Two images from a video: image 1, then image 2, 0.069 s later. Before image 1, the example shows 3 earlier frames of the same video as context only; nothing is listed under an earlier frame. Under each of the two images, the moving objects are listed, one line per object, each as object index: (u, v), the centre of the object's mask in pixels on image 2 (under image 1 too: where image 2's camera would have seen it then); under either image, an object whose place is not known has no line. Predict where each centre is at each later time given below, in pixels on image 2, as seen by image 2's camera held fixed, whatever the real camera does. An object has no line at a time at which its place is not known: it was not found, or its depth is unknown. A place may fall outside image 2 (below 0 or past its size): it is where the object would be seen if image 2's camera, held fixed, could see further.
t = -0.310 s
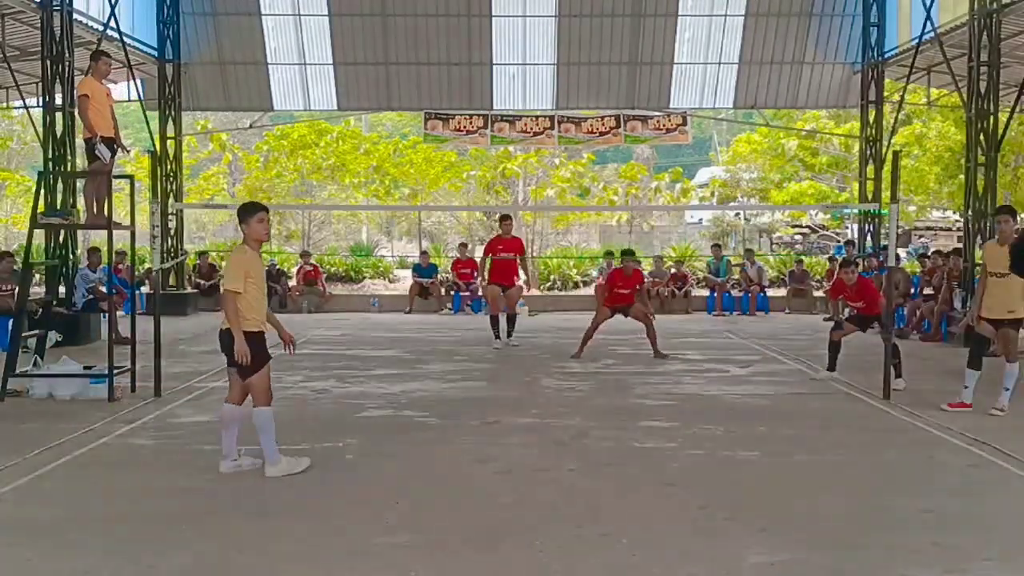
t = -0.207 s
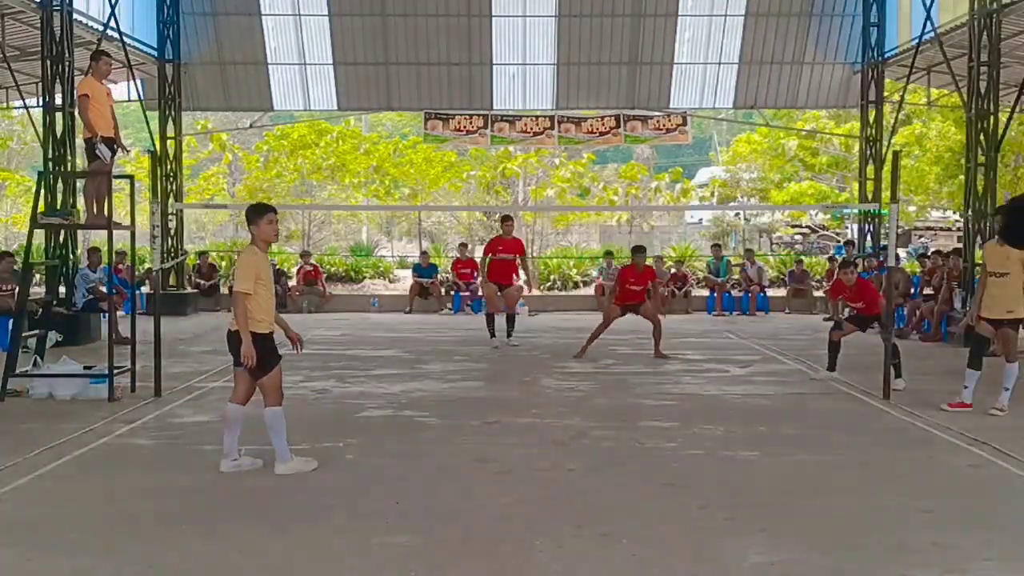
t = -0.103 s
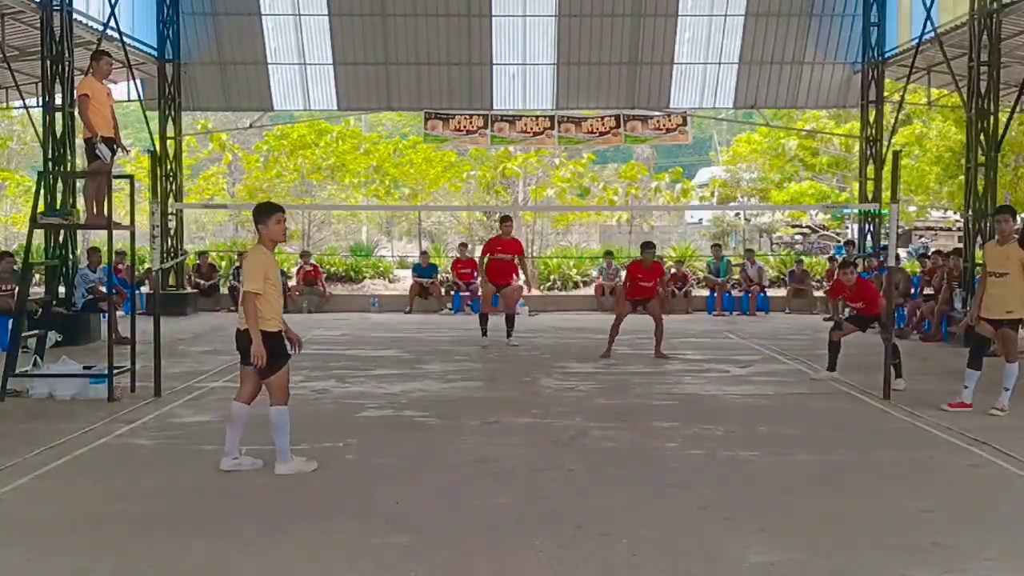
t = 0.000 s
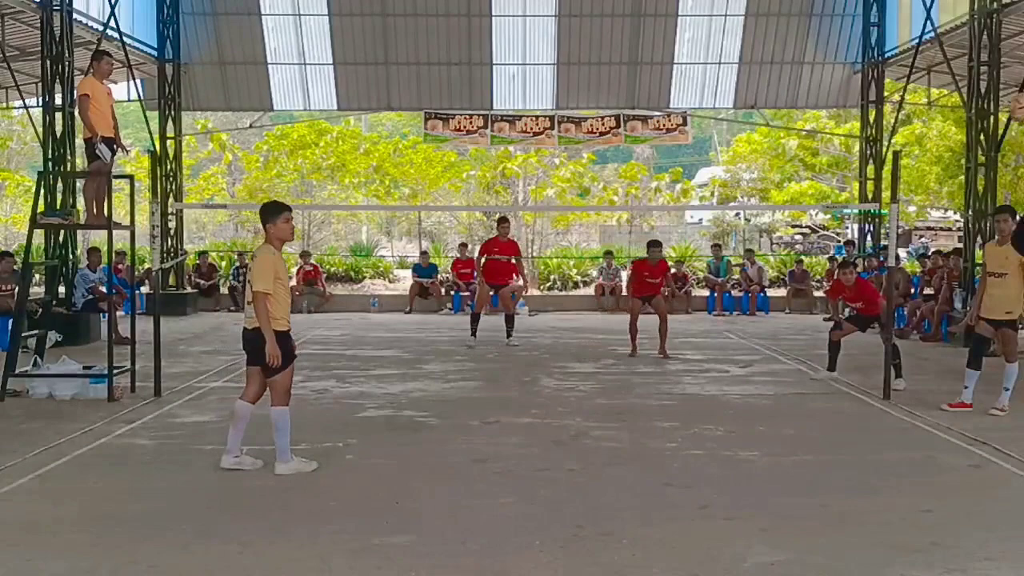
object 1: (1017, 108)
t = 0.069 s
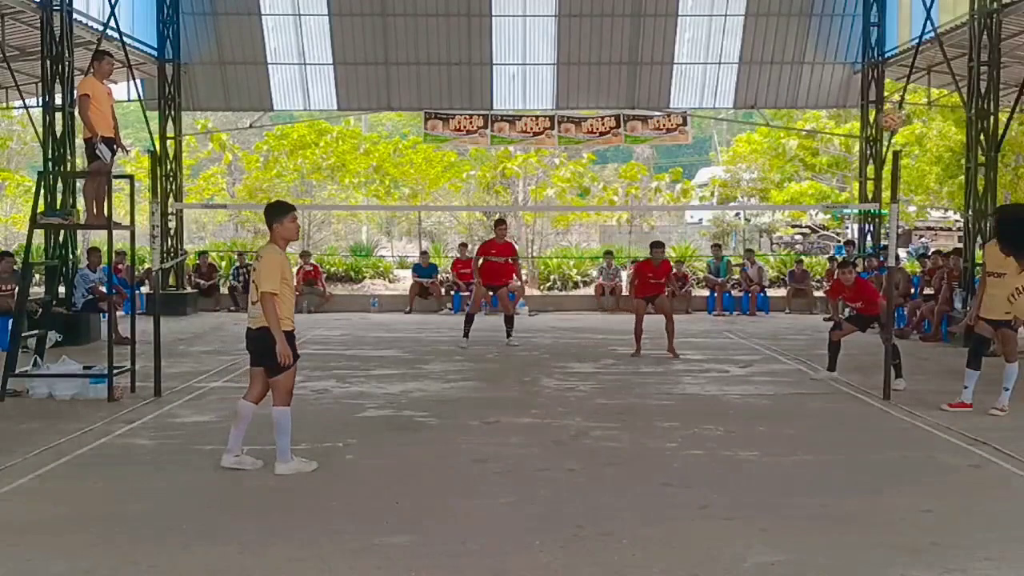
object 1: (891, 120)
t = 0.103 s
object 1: (841, 126)
